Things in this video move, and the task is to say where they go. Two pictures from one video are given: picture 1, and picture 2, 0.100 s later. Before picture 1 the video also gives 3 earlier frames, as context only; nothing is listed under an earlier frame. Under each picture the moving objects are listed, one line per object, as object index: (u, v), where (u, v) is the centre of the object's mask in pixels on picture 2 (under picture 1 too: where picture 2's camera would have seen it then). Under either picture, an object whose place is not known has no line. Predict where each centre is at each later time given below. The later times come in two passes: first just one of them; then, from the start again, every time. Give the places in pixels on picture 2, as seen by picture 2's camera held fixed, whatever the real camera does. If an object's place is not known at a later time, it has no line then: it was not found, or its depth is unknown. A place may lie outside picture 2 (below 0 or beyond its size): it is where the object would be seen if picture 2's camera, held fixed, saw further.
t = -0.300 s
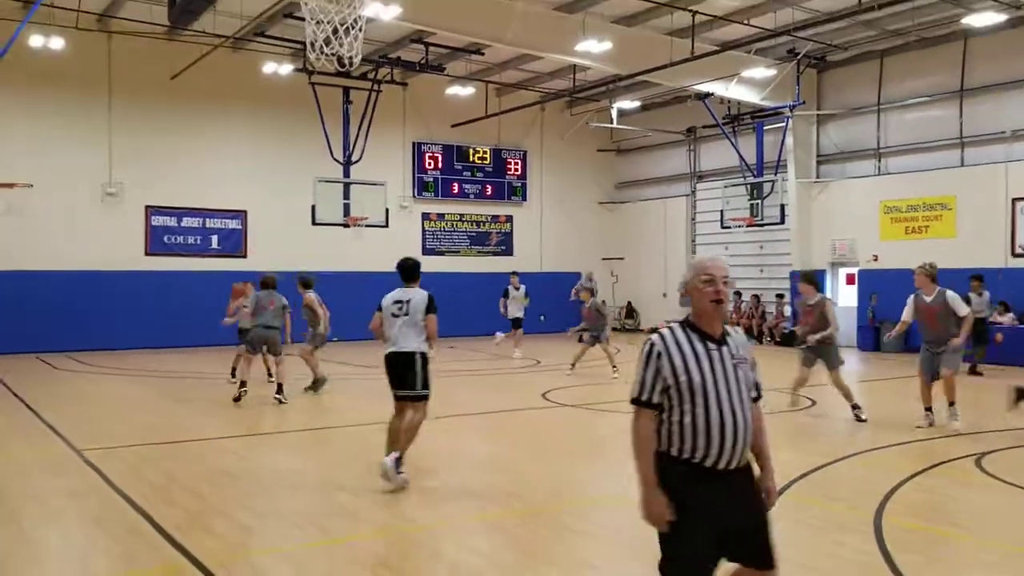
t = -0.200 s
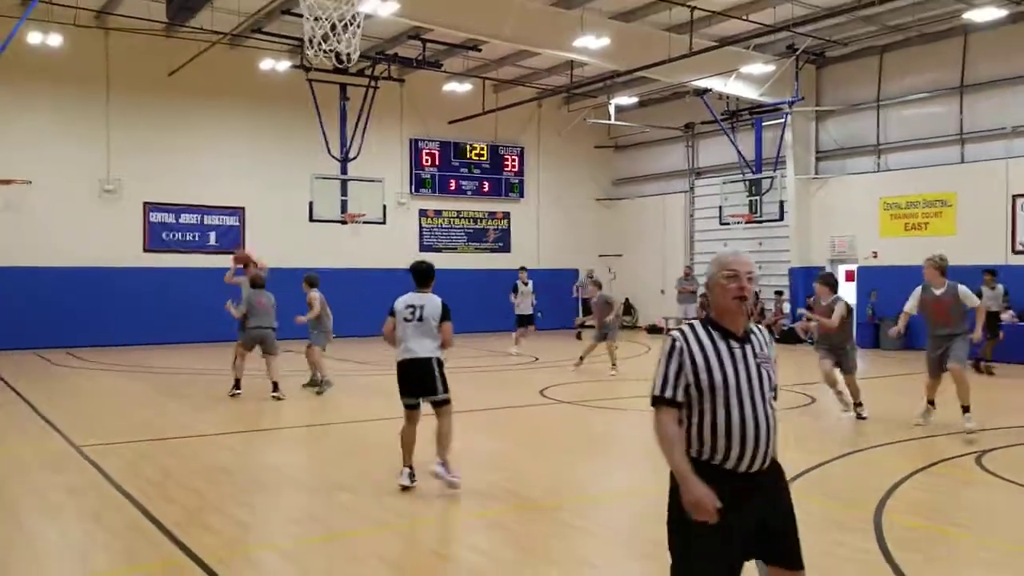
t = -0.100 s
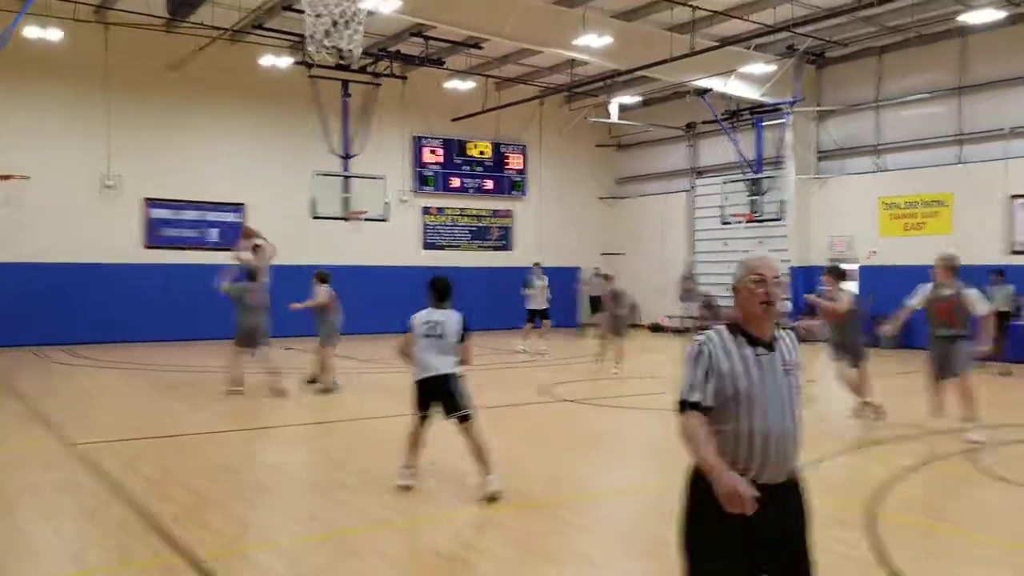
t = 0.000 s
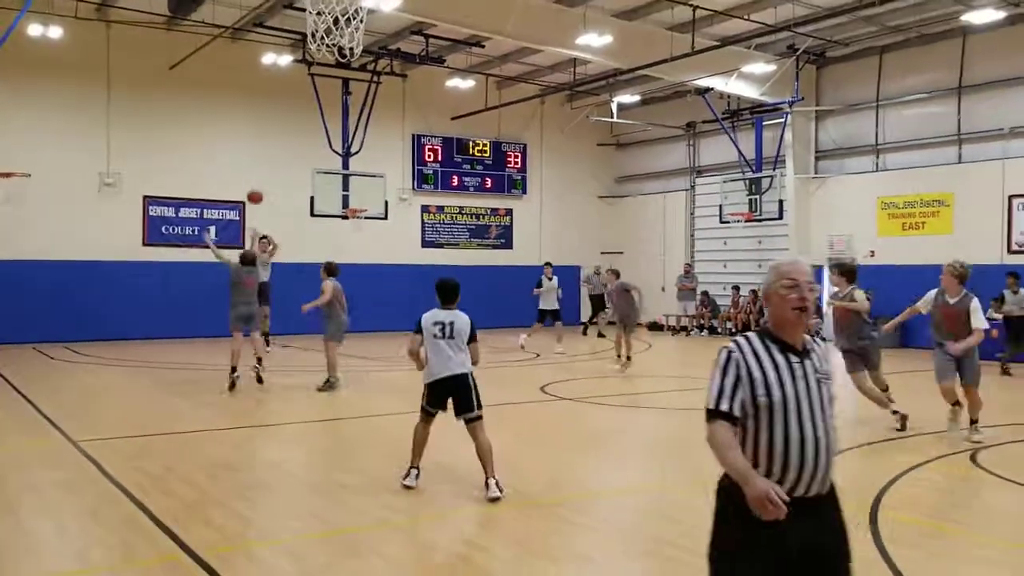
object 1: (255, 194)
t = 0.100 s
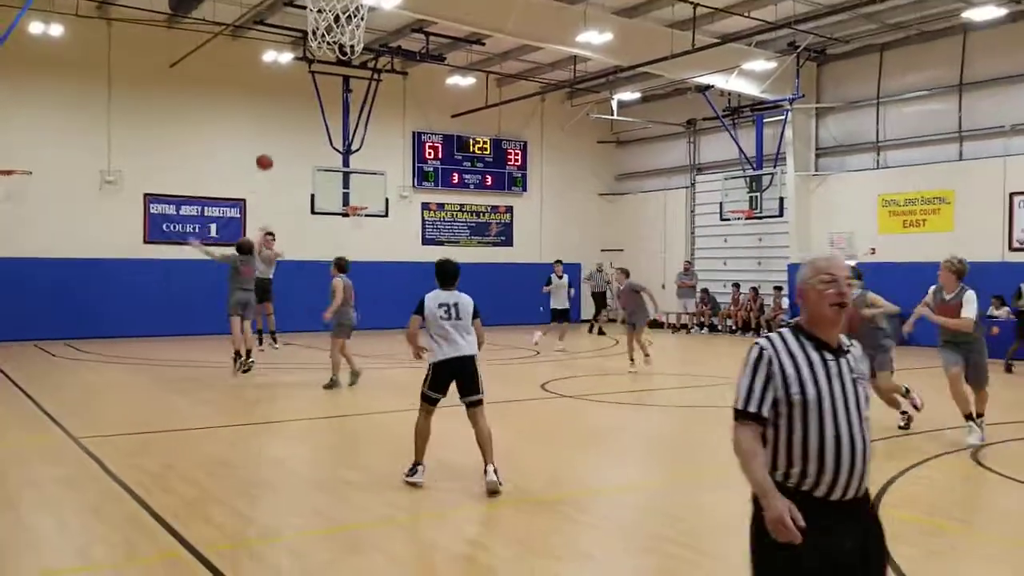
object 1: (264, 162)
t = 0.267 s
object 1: (281, 116)
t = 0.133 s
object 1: (267, 152)
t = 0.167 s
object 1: (270, 142)
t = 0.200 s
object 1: (273, 133)
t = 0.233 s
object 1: (277, 125)
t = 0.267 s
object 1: (281, 116)
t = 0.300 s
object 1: (285, 108)
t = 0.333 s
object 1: (289, 101)
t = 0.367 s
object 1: (293, 97)
